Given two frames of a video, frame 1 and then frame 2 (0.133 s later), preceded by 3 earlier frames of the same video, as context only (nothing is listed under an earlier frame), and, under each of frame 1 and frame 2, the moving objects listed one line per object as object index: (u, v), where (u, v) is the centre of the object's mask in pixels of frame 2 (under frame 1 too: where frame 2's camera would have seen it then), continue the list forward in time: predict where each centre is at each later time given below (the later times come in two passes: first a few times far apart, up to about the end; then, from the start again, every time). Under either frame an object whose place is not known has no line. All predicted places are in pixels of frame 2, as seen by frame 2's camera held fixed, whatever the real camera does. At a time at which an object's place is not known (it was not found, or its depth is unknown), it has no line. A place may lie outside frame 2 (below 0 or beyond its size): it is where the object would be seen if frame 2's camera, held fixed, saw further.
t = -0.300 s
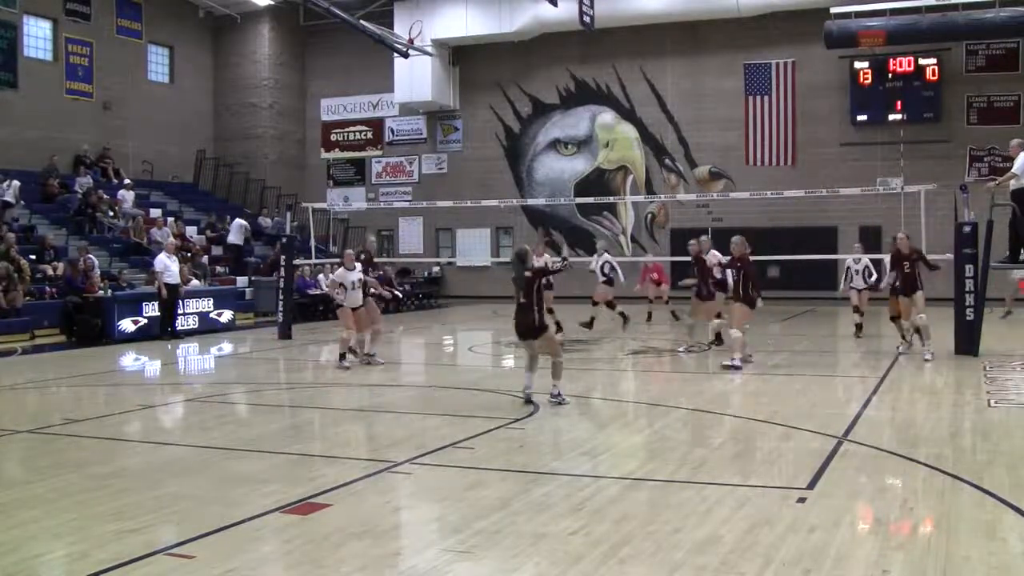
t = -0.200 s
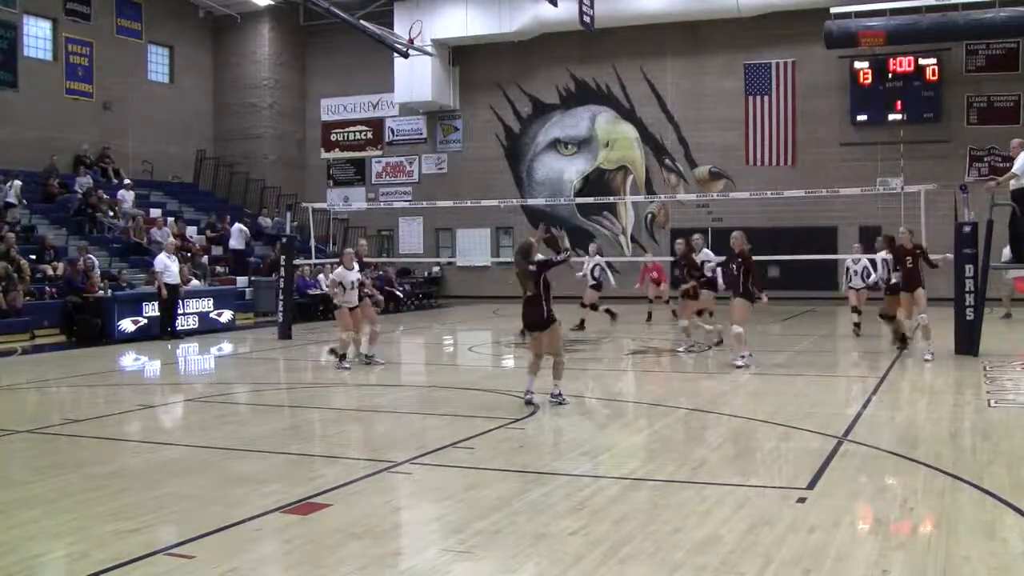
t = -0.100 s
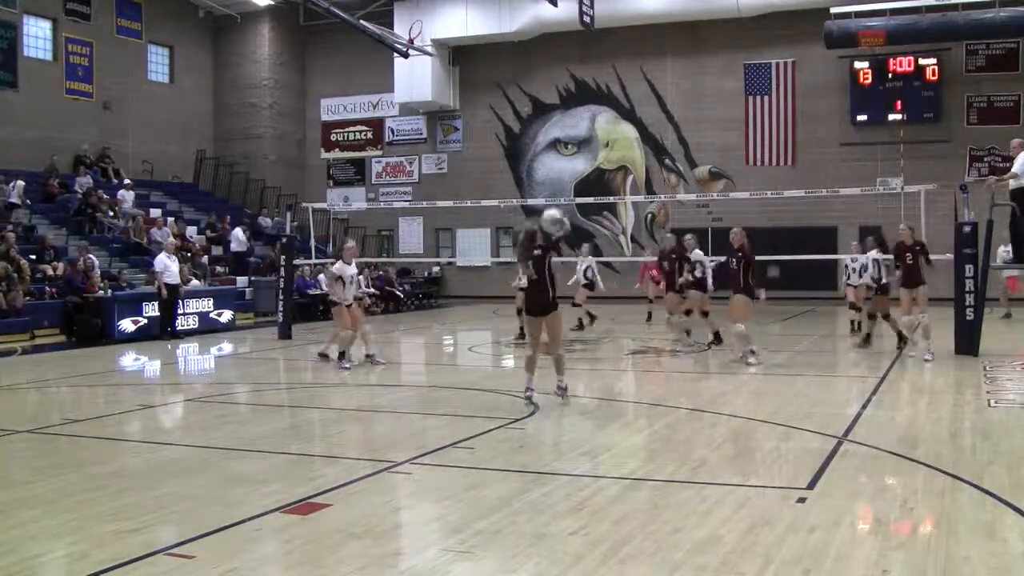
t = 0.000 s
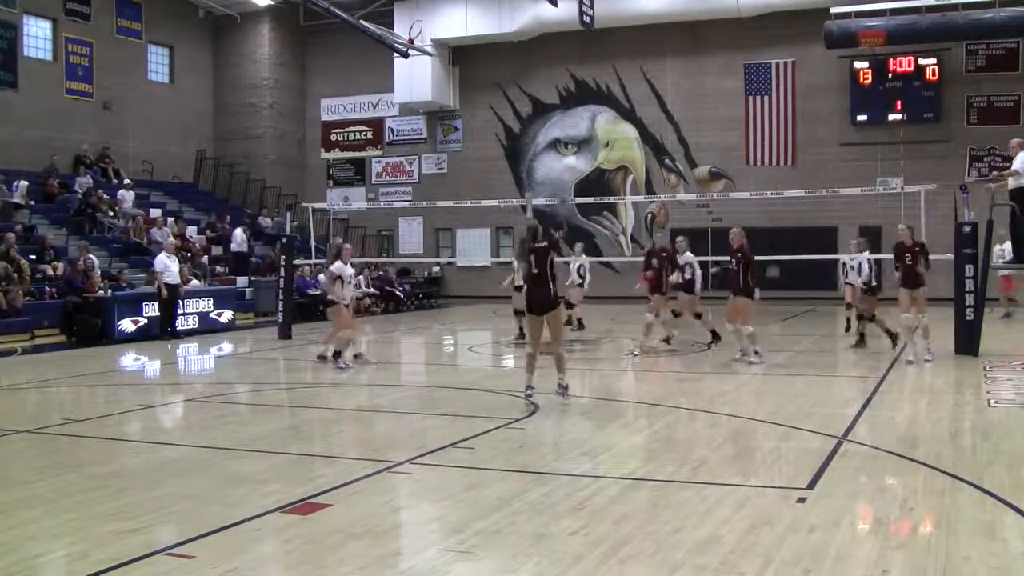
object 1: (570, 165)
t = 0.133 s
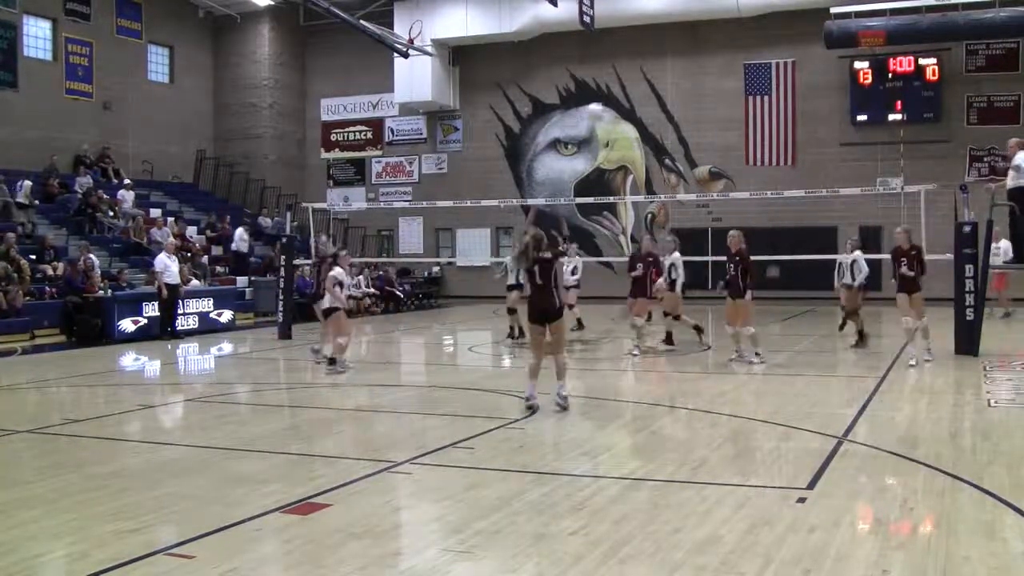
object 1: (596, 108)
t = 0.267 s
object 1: (617, 81)
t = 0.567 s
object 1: (662, 71)
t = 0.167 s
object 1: (600, 103)
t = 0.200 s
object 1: (606, 94)
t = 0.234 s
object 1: (612, 87)
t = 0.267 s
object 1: (617, 81)
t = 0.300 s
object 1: (623, 76)
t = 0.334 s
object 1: (628, 72)
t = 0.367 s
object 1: (633, 68)
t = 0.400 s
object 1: (638, 67)
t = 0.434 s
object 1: (643, 66)
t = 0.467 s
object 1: (648, 66)
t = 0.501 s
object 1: (653, 67)
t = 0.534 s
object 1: (657, 68)
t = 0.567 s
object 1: (662, 71)
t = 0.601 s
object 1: (667, 75)
